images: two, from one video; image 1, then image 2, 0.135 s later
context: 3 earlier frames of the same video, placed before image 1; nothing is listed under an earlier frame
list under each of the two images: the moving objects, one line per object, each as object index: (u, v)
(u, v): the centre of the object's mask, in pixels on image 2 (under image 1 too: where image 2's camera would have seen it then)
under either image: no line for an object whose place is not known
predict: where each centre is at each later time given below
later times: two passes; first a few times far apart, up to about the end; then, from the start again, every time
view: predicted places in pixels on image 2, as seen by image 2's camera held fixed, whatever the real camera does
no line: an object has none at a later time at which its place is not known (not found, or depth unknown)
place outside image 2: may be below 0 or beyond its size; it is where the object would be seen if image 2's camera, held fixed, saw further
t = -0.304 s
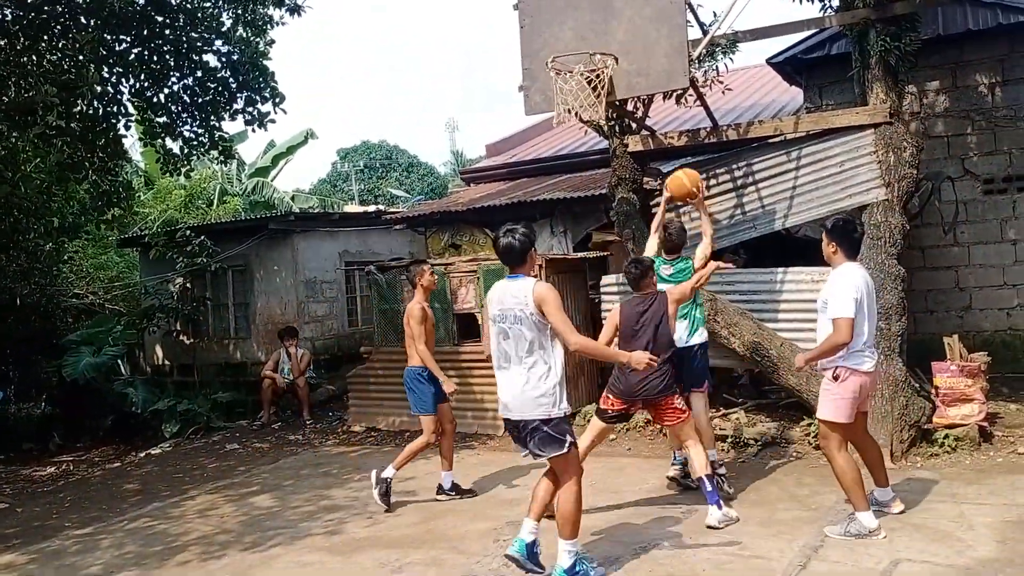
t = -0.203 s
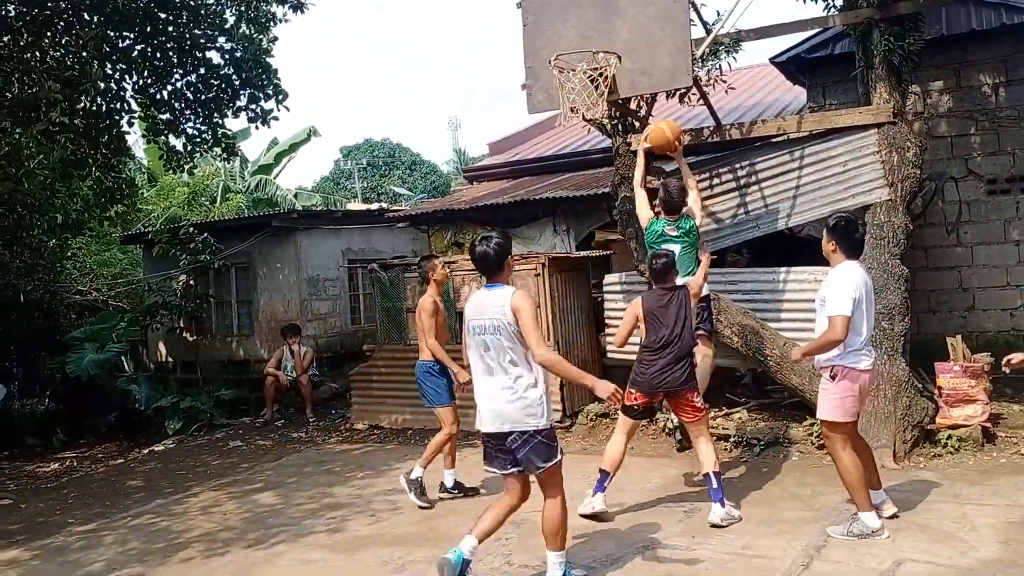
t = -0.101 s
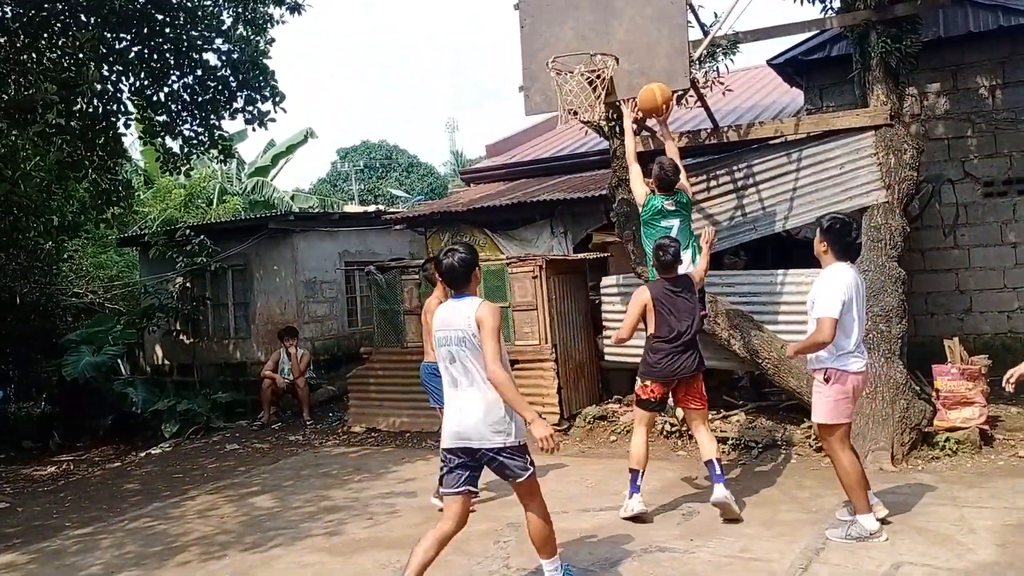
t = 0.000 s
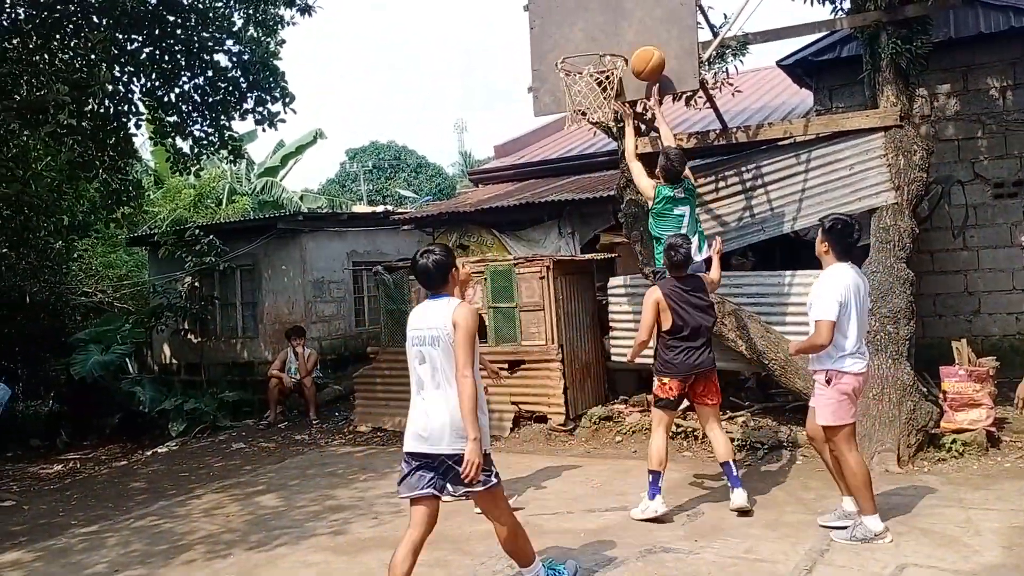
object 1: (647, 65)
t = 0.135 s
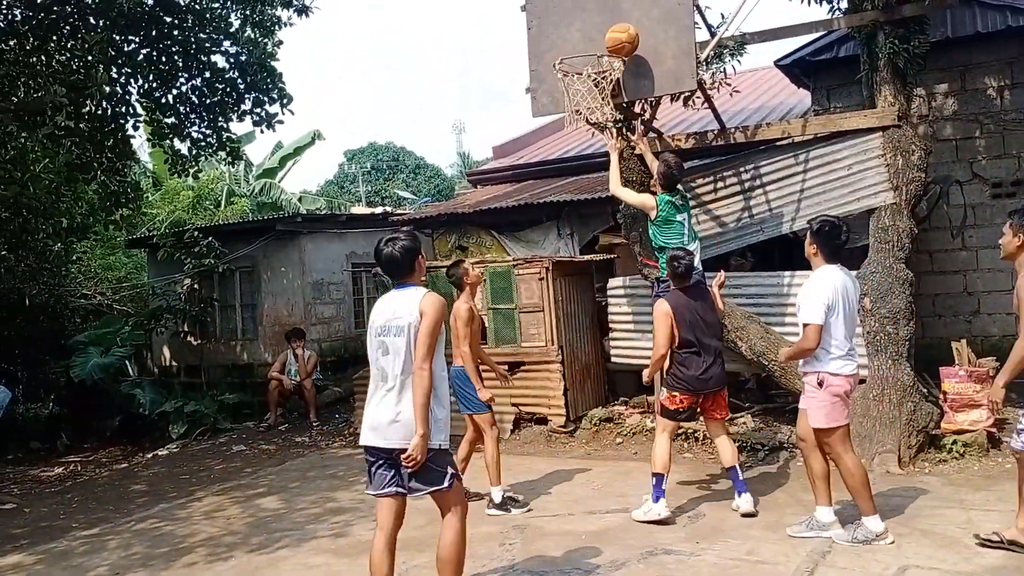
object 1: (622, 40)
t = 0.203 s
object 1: (610, 38)
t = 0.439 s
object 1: (570, 84)
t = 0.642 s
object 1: (563, 156)
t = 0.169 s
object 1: (616, 39)
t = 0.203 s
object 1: (610, 38)
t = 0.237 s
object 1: (606, 39)
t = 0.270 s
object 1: (600, 42)
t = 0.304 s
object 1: (591, 48)
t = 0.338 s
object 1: (584, 52)
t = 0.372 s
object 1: (581, 63)
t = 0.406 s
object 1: (575, 70)
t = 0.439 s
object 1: (570, 84)
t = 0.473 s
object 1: (566, 92)
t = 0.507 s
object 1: (566, 100)
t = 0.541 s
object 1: (567, 112)
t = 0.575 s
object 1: (564, 125)
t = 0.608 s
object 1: (563, 140)
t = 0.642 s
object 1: (563, 156)
